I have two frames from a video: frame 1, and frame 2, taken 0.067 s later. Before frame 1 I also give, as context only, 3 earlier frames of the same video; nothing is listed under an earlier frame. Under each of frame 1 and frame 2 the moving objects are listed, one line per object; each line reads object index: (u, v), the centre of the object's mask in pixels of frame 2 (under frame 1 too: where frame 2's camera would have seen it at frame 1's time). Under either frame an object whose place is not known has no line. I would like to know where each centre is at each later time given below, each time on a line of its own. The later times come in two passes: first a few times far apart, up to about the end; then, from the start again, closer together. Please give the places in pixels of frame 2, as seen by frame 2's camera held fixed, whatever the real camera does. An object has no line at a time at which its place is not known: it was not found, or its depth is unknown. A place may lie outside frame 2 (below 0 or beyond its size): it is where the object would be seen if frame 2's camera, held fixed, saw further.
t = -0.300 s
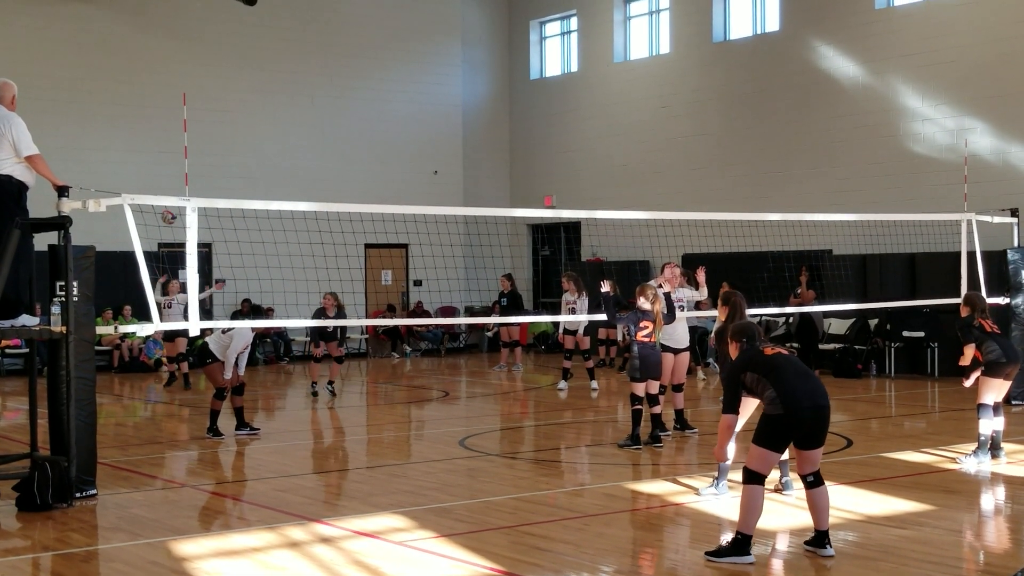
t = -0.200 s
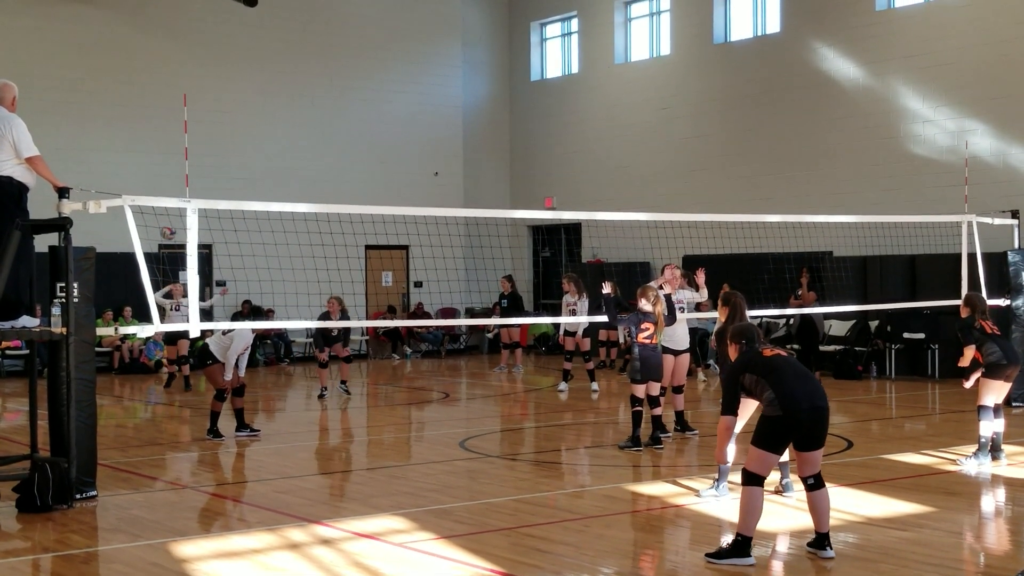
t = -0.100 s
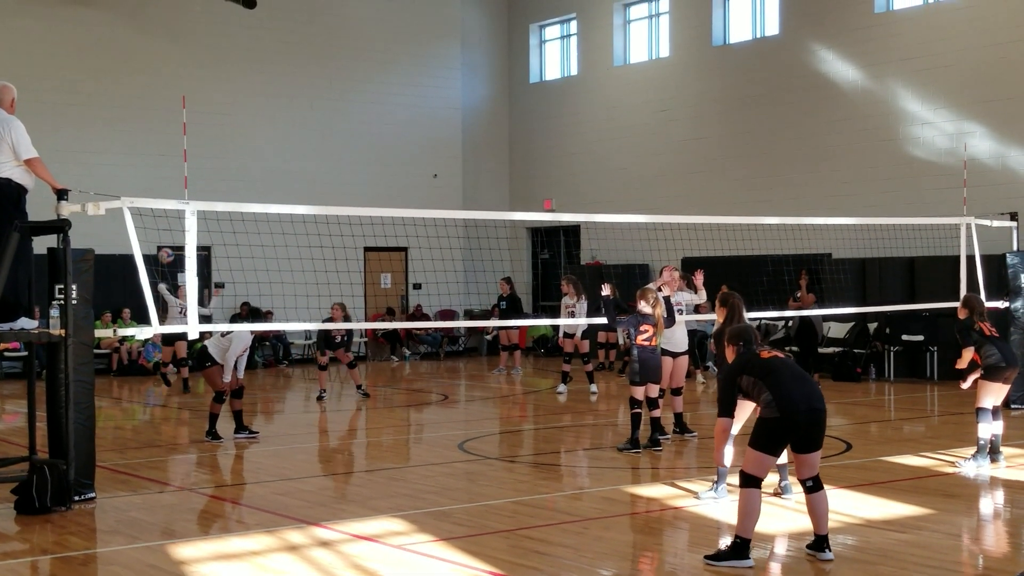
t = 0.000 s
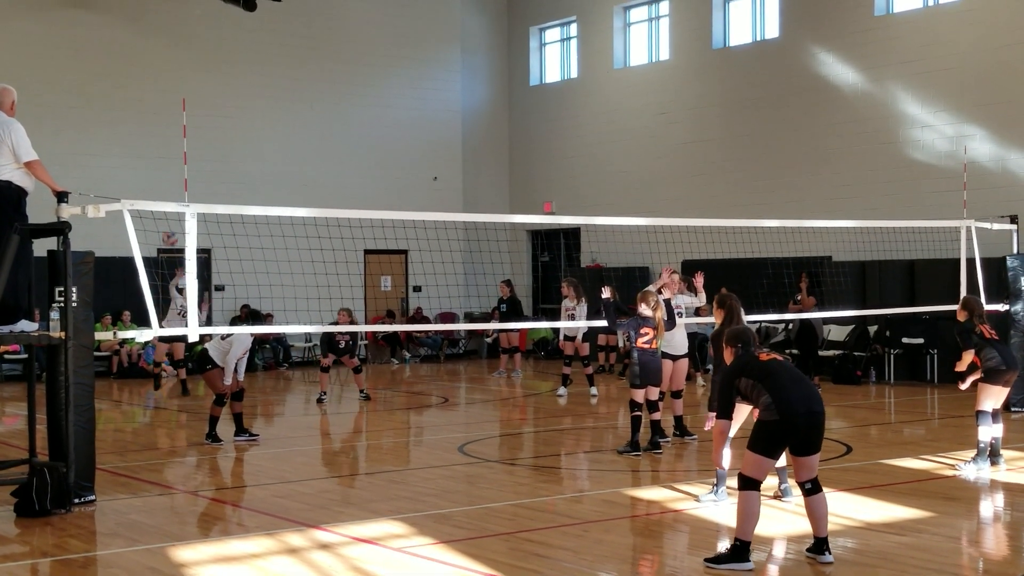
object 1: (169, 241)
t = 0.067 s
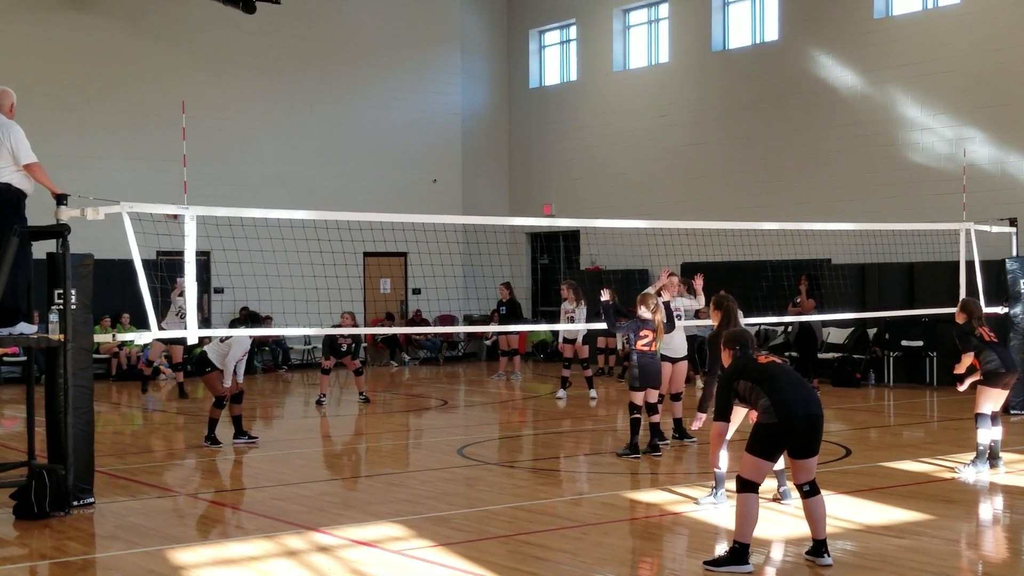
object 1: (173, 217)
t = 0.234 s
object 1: (186, 149)
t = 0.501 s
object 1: (207, 85)
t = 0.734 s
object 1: (222, 79)
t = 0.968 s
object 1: (238, 136)
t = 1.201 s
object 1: (258, 272)
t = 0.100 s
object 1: (175, 197)
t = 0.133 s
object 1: (178, 185)
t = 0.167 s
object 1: (180, 173)
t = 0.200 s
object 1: (183, 161)
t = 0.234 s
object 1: (186, 149)
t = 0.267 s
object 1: (189, 139)
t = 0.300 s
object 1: (192, 129)
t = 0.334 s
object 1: (194, 119)
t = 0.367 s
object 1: (196, 110)
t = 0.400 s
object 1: (199, 103)
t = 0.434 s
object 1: (202, 96)
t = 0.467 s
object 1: (204, 90)
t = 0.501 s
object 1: (207, 85)
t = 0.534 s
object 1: (209, 81)
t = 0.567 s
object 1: (211, 78)
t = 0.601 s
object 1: (214, 76)
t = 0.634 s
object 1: (216, 75)
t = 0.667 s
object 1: (218, 75)
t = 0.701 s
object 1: (220, 77)
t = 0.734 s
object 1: (222, 79)
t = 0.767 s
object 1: (224, 83)
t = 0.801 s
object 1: (226, 88)
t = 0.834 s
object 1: (229, 95)
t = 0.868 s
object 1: (231, 103)
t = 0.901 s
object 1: (233, 112)
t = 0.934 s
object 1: (235, 123)
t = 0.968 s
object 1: (238, 136)
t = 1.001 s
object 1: (241, 150)
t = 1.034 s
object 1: (243, 165)
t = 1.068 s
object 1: (246, 183)
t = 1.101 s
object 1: (251, 200)
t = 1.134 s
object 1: (254, 224)
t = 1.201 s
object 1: (258, 272)
